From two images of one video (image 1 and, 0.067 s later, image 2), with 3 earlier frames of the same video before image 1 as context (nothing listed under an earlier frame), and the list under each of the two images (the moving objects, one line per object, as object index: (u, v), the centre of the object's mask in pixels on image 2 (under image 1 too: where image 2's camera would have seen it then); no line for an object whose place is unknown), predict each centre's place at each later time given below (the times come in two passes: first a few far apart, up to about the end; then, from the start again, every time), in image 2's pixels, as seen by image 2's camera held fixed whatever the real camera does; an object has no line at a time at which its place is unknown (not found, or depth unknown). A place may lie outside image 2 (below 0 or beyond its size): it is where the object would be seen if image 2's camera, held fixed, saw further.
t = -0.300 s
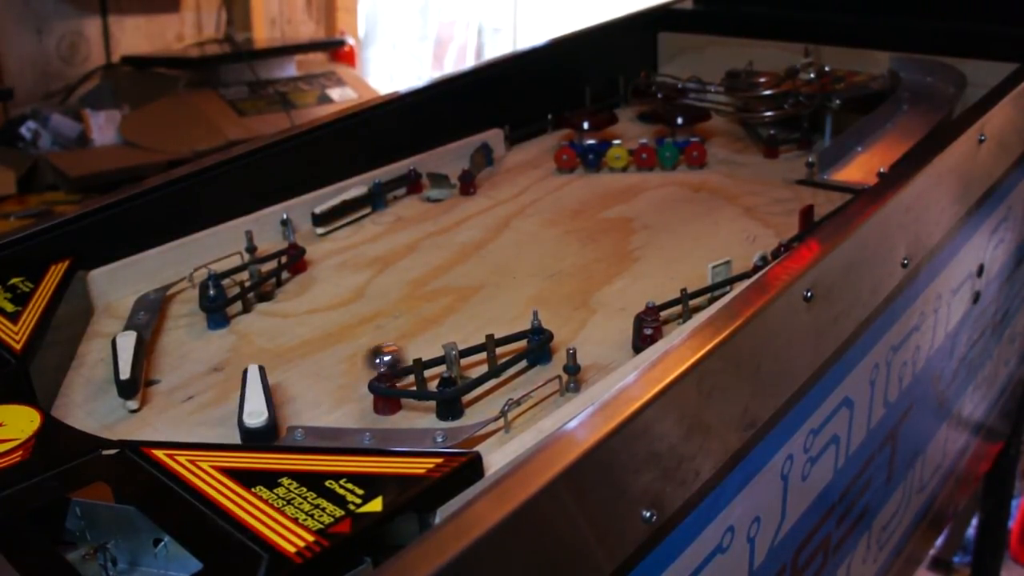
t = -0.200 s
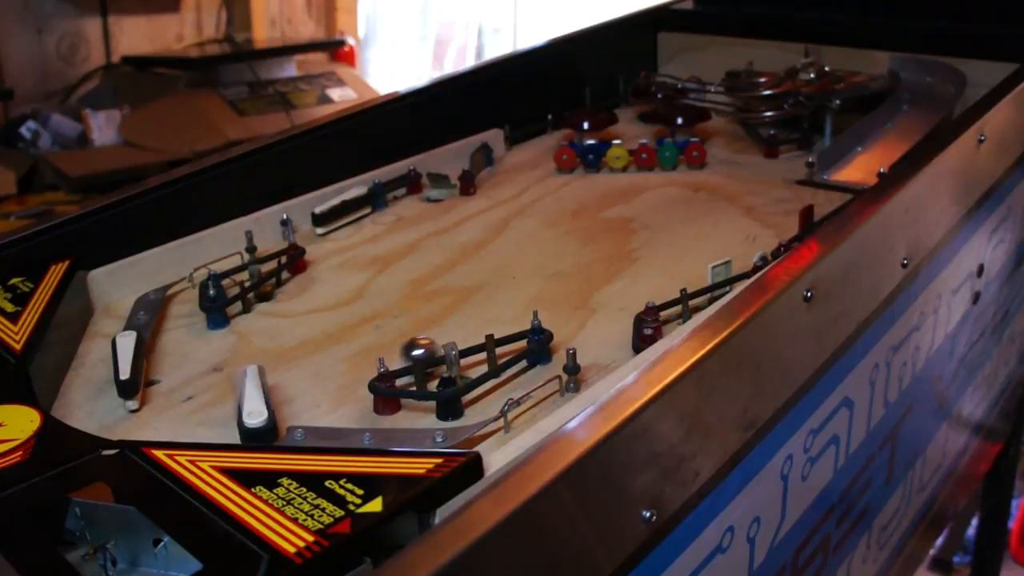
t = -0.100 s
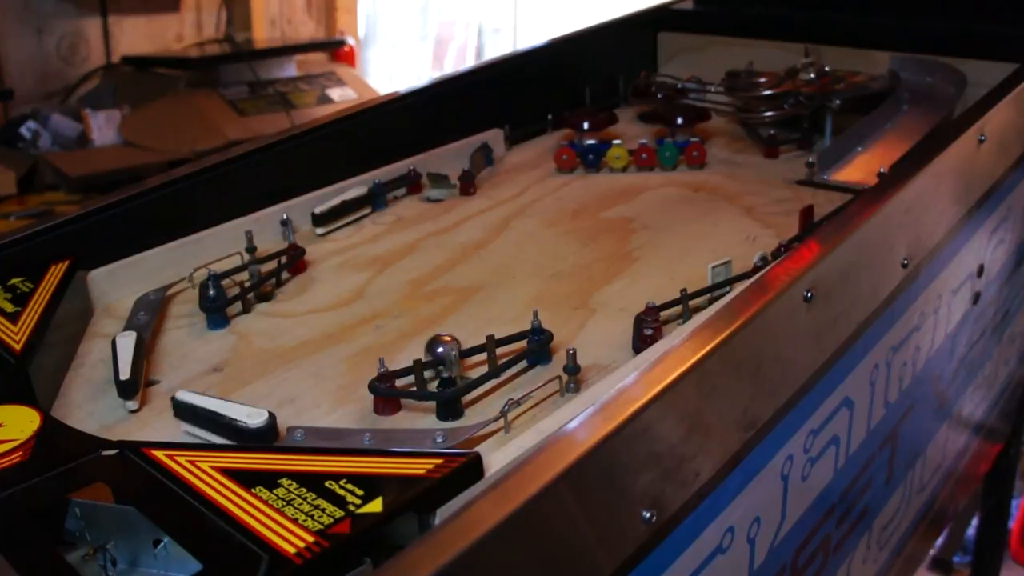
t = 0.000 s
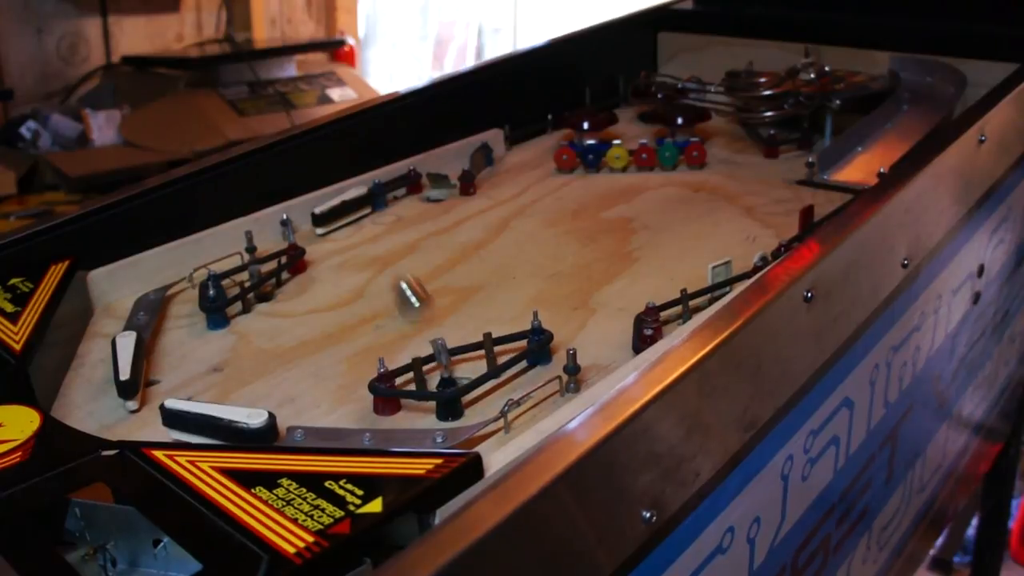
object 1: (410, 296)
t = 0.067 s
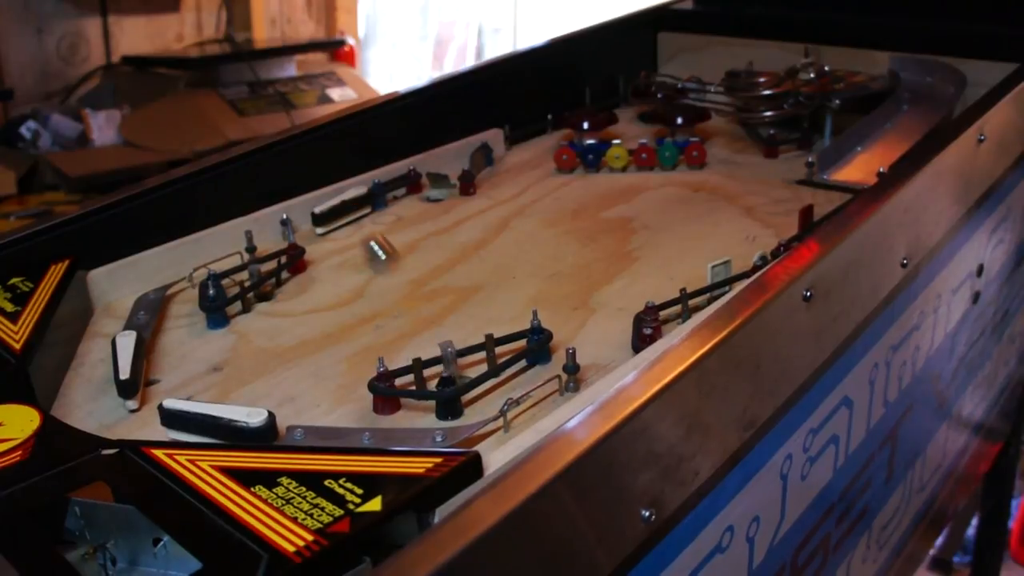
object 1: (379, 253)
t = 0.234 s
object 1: (402, 220)
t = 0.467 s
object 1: (508, 227)
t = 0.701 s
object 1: (584, 249)
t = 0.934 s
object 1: (631, 289)
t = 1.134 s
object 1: (581, 302)
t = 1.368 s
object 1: (448, 303)
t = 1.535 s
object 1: (332, 316)
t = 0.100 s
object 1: (365, 234)
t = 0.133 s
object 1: (353, 221)
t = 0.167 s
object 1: (362, 209)
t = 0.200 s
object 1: (385, 218)
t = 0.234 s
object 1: (402, 220)
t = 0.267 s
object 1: (420, 221)
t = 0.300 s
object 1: (436, 221)
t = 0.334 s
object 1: (452, 222)
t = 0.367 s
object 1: (466, 223)
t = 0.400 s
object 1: (481, 224)
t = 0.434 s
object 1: (495, 226)
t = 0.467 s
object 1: (508, 227)
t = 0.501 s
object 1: (521, 230)
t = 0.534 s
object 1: (533, 232)
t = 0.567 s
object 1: (544, 235)
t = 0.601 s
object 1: (555, 238)
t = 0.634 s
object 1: (566, 241)
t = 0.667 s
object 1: (575, 245)
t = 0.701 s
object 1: (584, 249)
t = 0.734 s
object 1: (593, 254)
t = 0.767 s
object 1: (601, 258)
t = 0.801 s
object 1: (608, 263)
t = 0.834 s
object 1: (615, 269)
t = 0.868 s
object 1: (620, 275)
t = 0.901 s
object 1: (626, 282)
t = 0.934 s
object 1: (631, 289)
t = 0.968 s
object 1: (634, 295)
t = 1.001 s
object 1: (634, 301)
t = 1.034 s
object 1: (627, 304)
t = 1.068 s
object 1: (614, 305)
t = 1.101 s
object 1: (597, 303)
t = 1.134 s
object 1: (581, 302)
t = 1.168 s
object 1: (564, 301)
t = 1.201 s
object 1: (547, 299)
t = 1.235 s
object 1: (527, 300)
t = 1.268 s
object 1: (508, 301)
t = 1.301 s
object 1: (487, 301)
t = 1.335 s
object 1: (468, 302)
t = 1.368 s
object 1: (448, 303)
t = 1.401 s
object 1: (425, 305)
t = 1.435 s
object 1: (402, 308)
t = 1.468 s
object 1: (379, 310)
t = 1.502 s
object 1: (356, 313)
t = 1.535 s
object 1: (332, 316)
